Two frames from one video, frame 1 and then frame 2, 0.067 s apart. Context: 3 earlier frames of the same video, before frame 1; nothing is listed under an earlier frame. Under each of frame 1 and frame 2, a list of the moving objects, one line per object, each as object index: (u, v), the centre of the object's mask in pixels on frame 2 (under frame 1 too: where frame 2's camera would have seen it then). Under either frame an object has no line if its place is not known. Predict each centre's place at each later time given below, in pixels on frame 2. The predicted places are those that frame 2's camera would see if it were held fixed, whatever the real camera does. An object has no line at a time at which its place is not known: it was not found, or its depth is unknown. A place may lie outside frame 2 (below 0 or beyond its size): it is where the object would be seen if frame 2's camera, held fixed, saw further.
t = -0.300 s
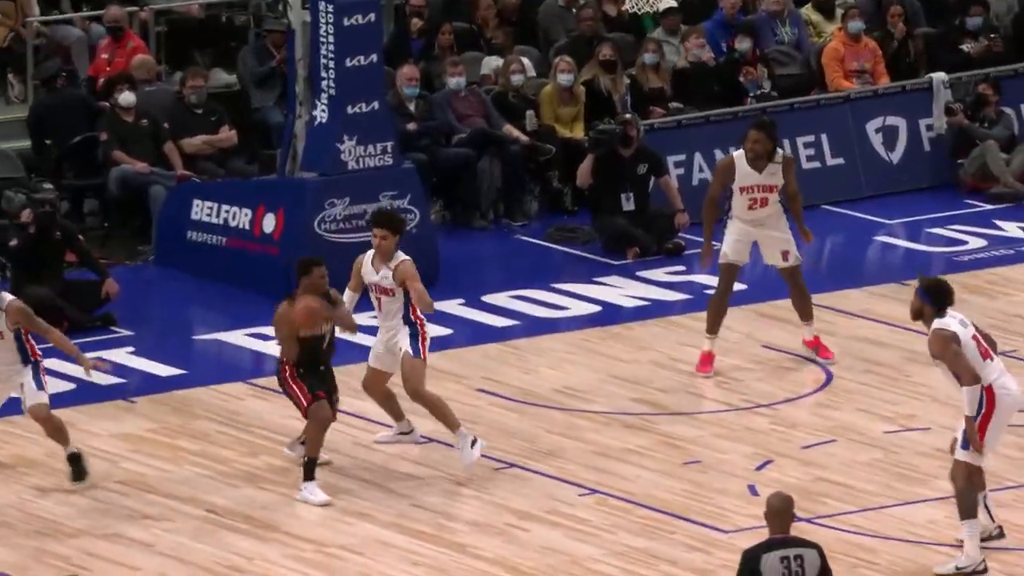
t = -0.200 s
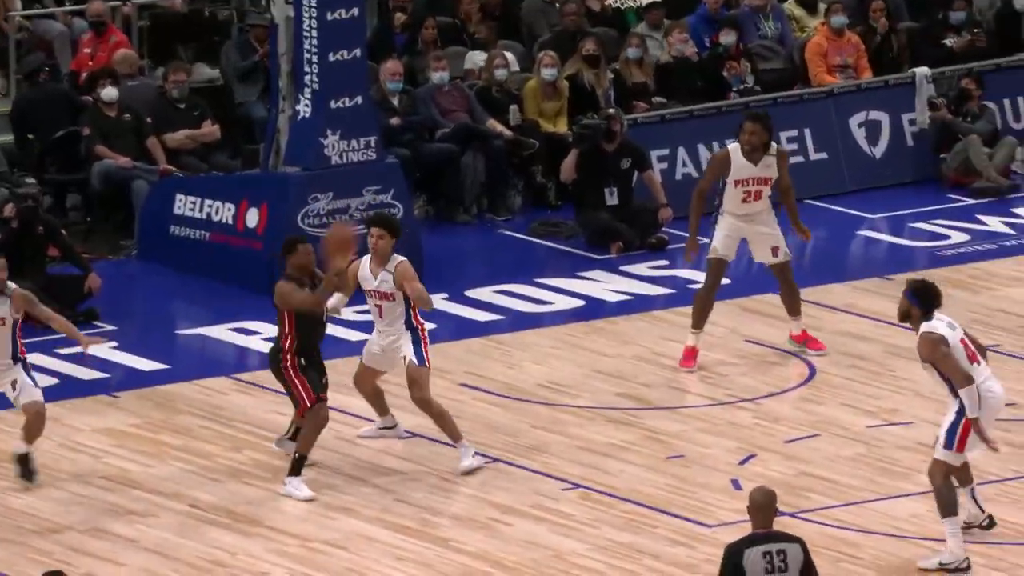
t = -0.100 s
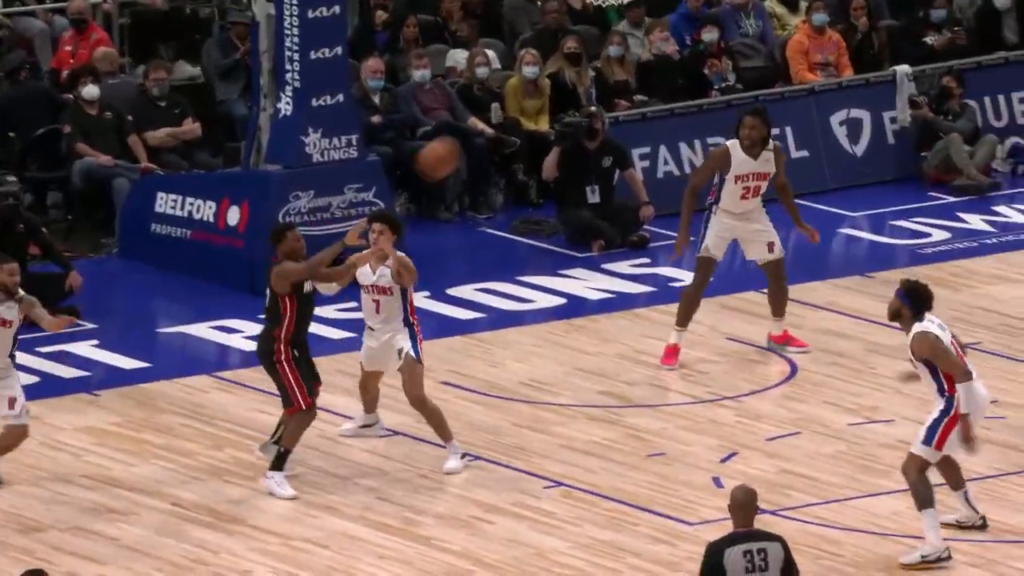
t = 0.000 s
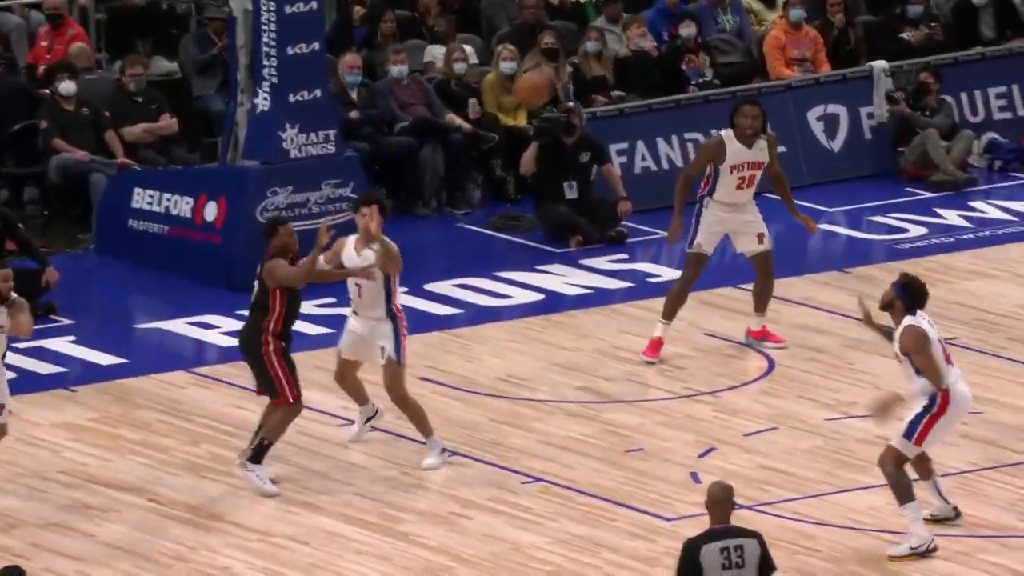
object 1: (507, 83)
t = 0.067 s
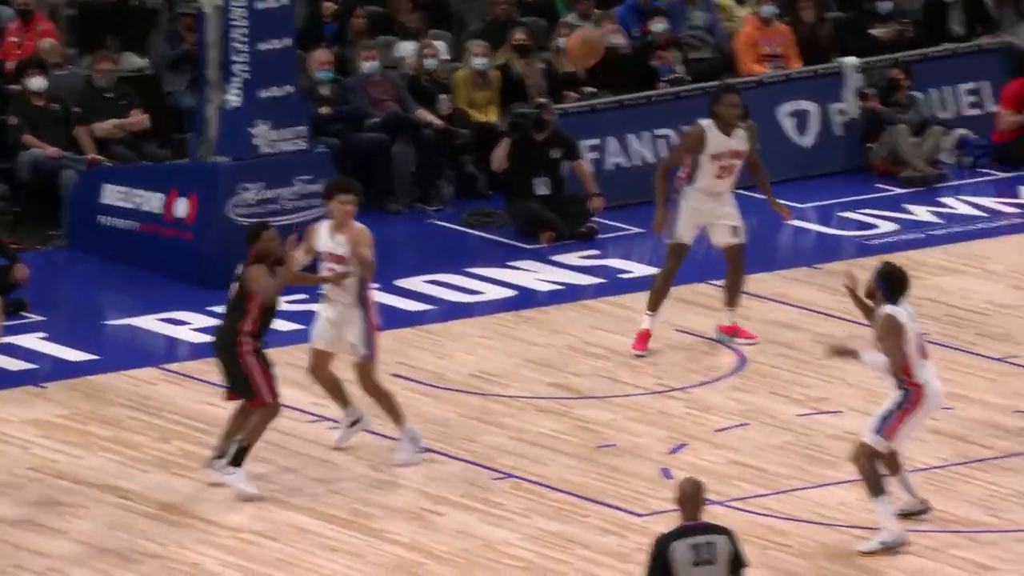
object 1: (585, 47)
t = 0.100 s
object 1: (621, 32)
